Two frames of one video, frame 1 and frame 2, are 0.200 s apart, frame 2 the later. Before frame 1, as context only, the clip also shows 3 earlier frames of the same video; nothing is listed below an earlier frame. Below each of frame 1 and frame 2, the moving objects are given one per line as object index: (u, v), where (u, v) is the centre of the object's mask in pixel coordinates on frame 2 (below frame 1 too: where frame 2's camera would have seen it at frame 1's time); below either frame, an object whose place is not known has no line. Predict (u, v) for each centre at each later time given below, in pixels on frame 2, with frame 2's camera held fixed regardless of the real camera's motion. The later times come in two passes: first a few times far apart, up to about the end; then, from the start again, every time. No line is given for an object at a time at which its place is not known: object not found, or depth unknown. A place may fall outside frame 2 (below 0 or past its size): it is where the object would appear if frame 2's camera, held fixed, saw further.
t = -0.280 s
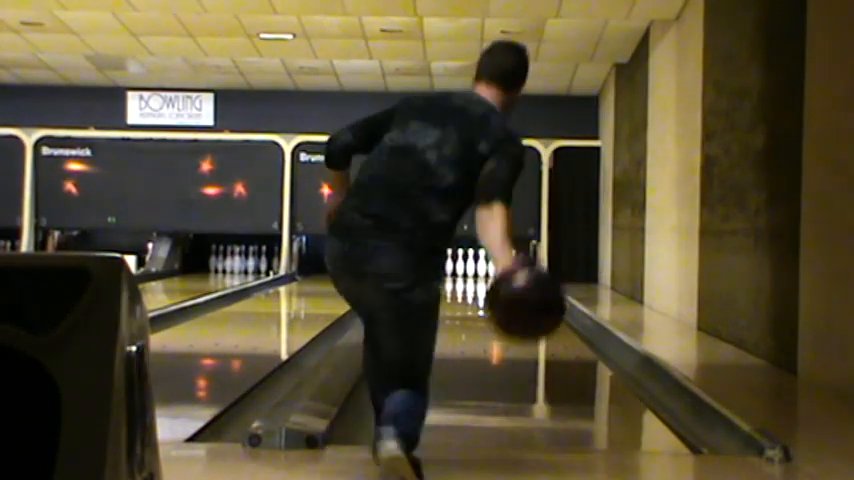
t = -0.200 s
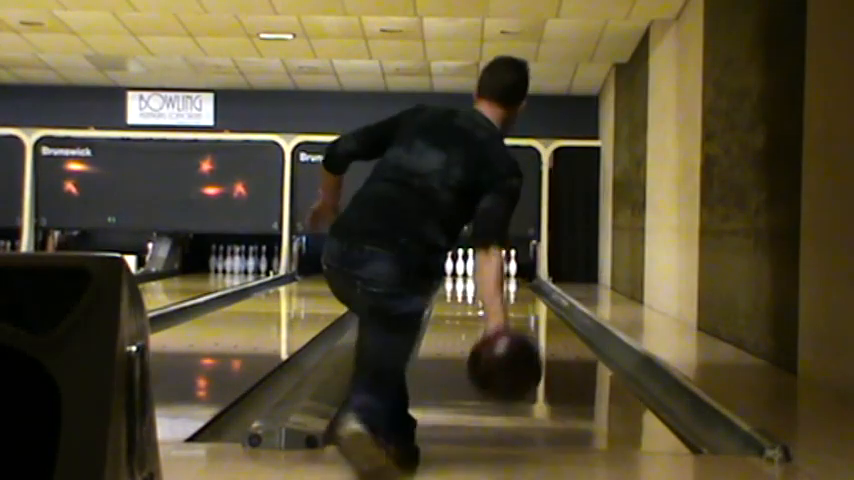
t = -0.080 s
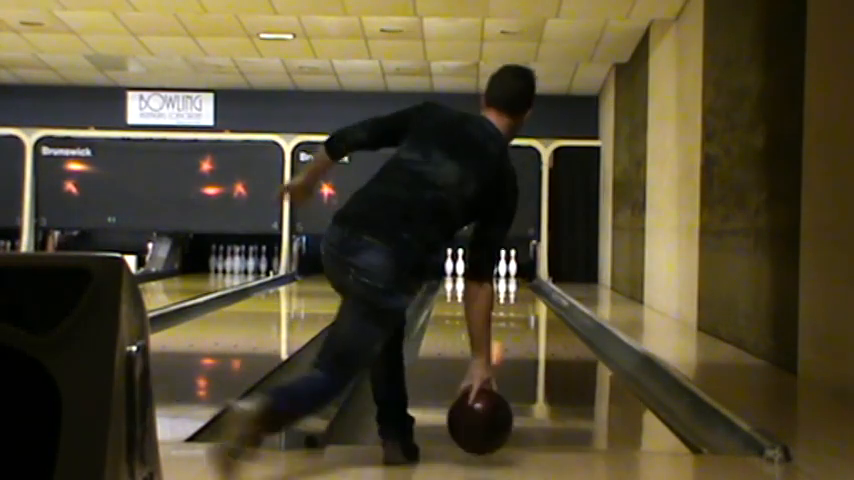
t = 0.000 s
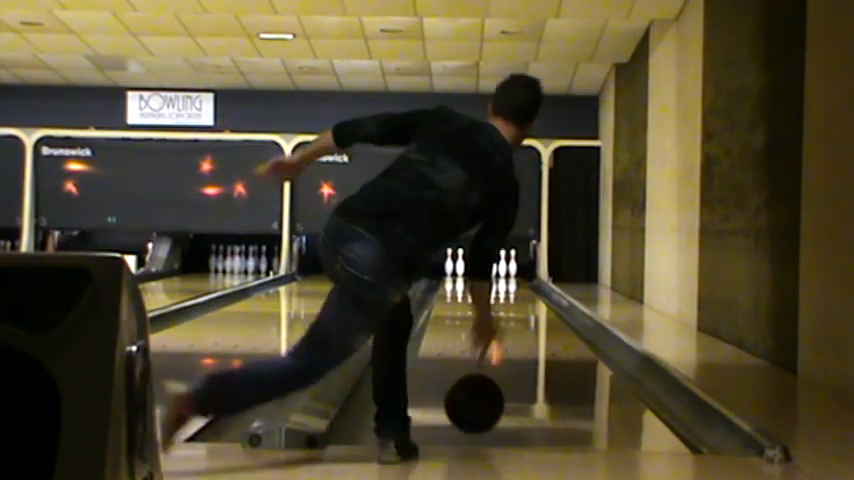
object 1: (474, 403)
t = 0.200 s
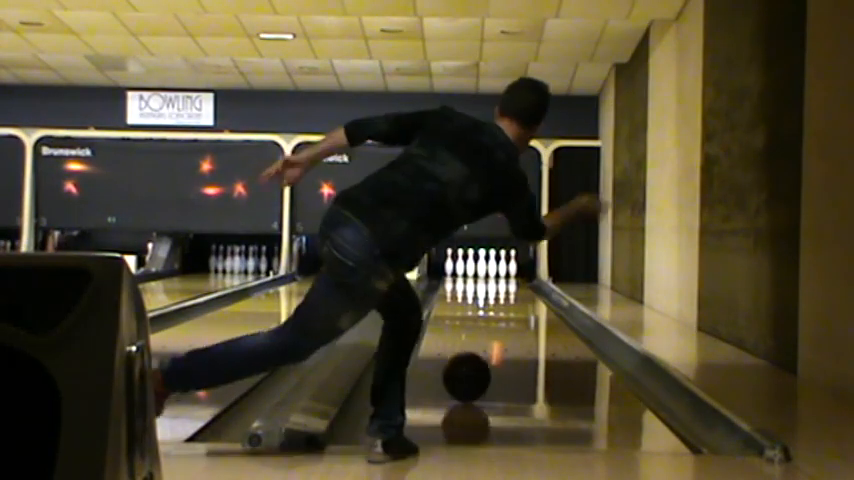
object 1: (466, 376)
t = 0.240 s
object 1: (465, 371)
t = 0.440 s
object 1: (461, 348)
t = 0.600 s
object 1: (460, 335)
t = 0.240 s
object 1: (465, 371)
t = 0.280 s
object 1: (464, 366)
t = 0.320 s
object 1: (463, 361)
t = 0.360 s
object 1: (462, 357)
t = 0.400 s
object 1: (461, 353)
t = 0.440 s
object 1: (461, 348)
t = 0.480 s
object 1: (460, 345)
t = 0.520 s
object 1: (460, 341)
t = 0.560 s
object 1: (460, 339)
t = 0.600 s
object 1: (460, 335)
